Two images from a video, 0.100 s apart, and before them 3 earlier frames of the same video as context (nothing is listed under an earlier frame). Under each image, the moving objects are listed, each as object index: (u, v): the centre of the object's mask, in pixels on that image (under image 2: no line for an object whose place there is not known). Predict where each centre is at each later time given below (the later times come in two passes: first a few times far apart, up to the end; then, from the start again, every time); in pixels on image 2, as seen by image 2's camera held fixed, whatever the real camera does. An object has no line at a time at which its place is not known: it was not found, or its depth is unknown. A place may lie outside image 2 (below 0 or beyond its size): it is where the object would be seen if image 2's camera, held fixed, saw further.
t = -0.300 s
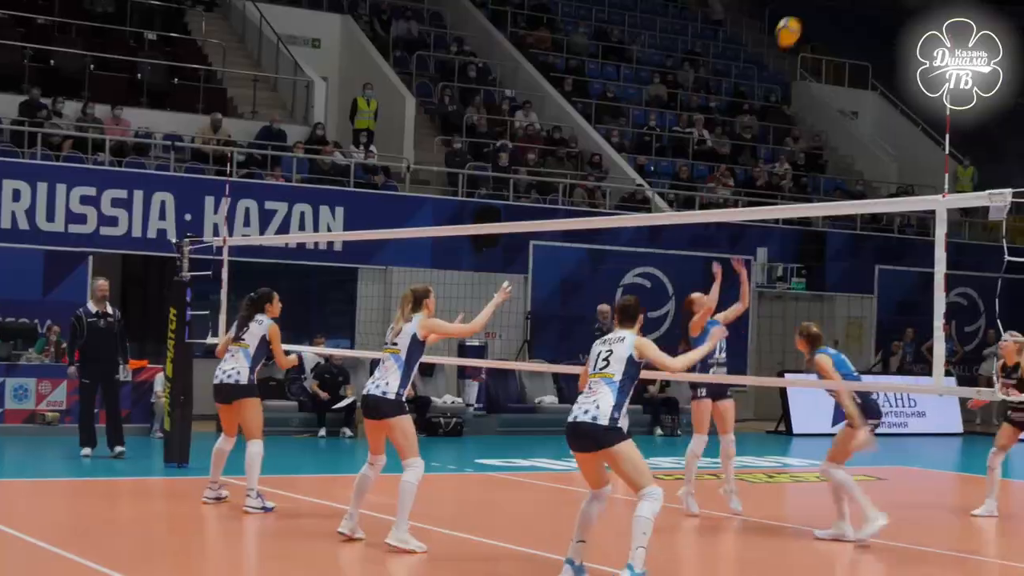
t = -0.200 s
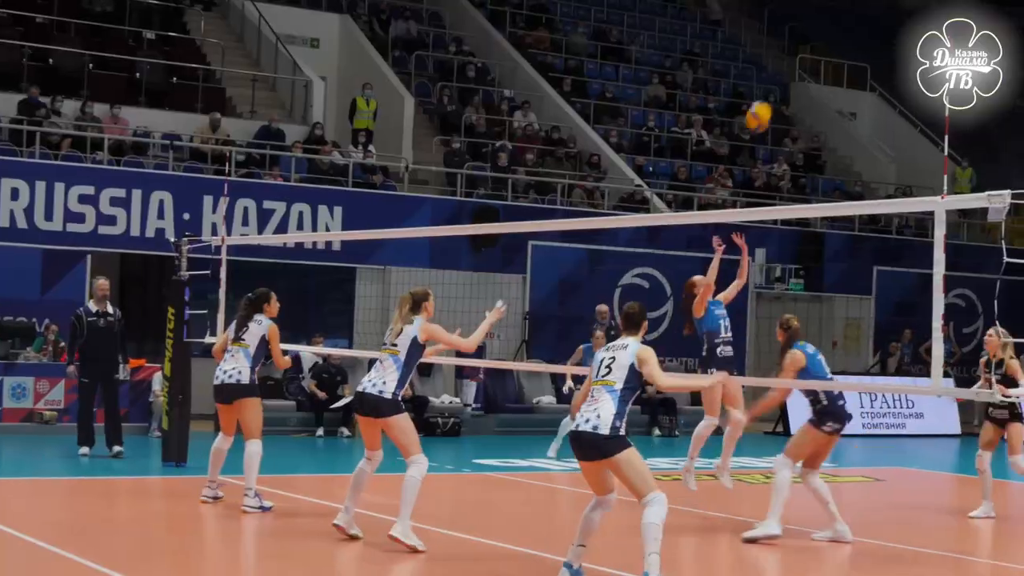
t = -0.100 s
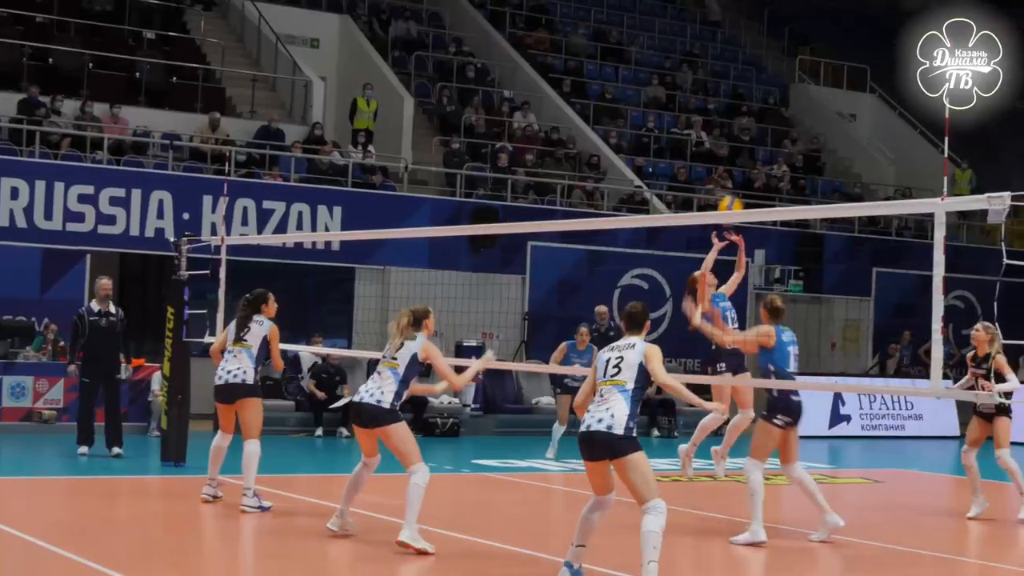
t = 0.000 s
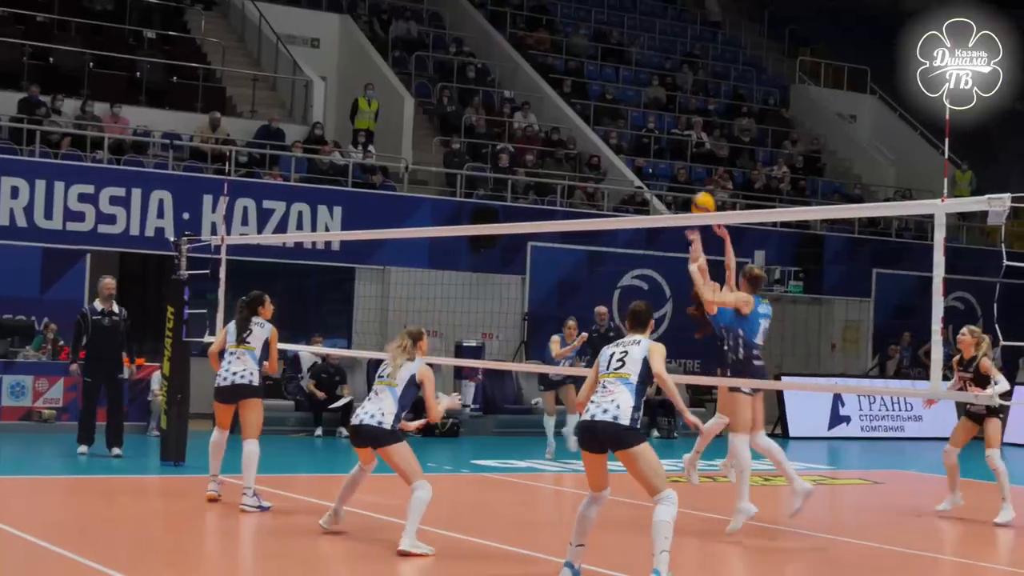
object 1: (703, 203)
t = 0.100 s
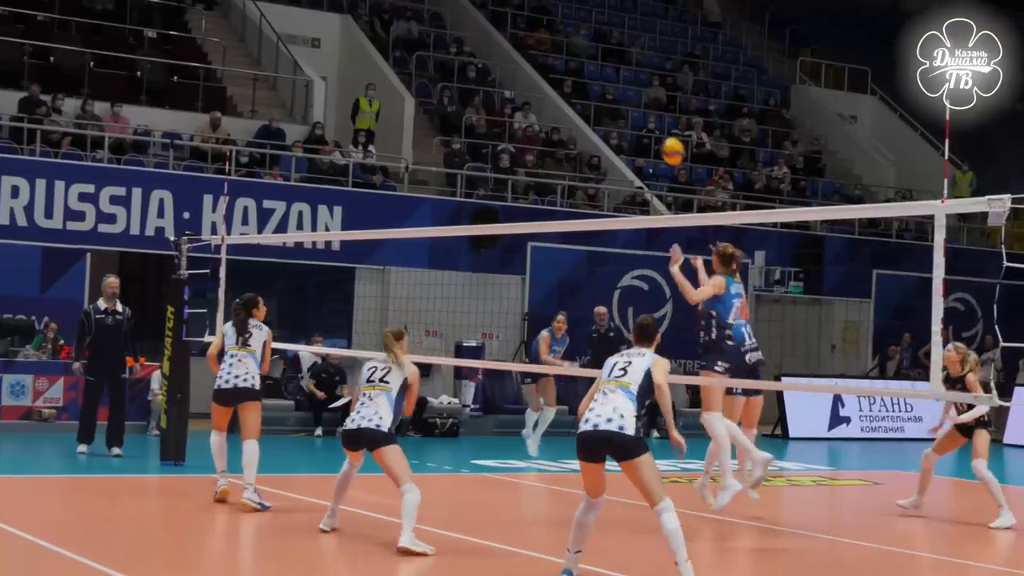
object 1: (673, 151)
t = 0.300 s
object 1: (613, 82)
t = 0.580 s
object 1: (534, 62)
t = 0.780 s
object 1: (479, 98)
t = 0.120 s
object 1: (667, 142)
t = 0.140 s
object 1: (661, 133)
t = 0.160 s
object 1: (655, 125)
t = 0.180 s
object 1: (649, 117)
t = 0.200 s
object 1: (643, 110)
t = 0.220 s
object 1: (637, 103)
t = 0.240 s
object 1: (632, 97)
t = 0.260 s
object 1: (625, 91)
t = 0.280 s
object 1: (619, 87)
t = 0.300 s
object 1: (613, 82)
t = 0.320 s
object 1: (607, 77)
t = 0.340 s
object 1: (602, 74)
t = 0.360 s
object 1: (596, 70)
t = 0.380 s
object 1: (590, 67)
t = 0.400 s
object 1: (584, 65)
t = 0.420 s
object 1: (579, 63)
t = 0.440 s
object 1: (573, 62)
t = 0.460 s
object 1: (567, 60)
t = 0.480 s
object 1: (562, 60)
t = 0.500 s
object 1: (556, 60)
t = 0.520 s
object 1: (550, 60)
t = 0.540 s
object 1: (545, 60)
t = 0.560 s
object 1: (539, 61)
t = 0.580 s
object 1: (534, 62)
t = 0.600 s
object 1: (528, 64)
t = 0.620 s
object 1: (523, 66)
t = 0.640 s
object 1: (517, 69)
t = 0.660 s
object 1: (512, 72)
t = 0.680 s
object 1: (506, 75)
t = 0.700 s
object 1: (500, 79)
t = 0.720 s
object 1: (495, 83)
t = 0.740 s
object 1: (490, 88)
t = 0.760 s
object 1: (484, 92)
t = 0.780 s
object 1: (479, 98)
